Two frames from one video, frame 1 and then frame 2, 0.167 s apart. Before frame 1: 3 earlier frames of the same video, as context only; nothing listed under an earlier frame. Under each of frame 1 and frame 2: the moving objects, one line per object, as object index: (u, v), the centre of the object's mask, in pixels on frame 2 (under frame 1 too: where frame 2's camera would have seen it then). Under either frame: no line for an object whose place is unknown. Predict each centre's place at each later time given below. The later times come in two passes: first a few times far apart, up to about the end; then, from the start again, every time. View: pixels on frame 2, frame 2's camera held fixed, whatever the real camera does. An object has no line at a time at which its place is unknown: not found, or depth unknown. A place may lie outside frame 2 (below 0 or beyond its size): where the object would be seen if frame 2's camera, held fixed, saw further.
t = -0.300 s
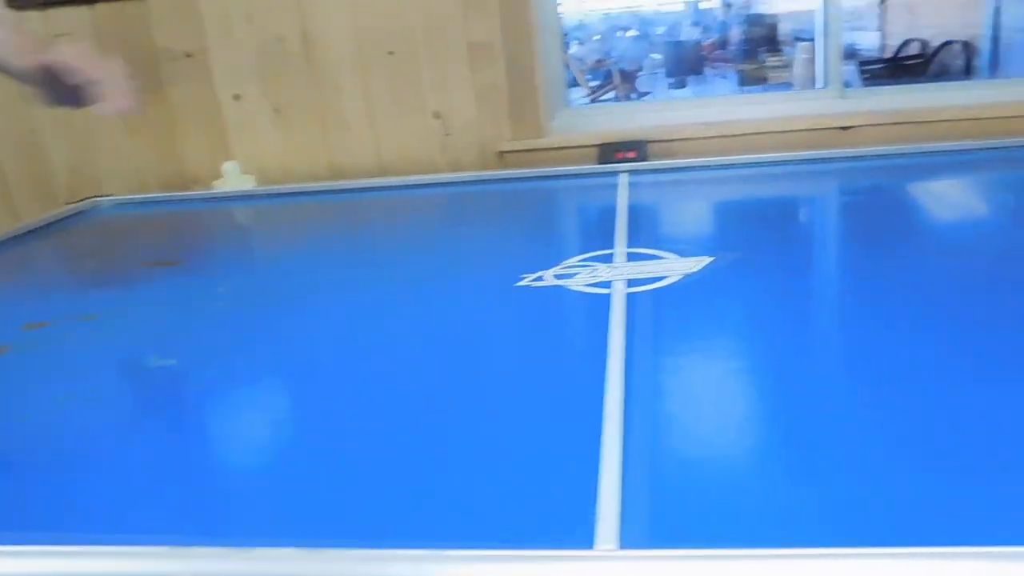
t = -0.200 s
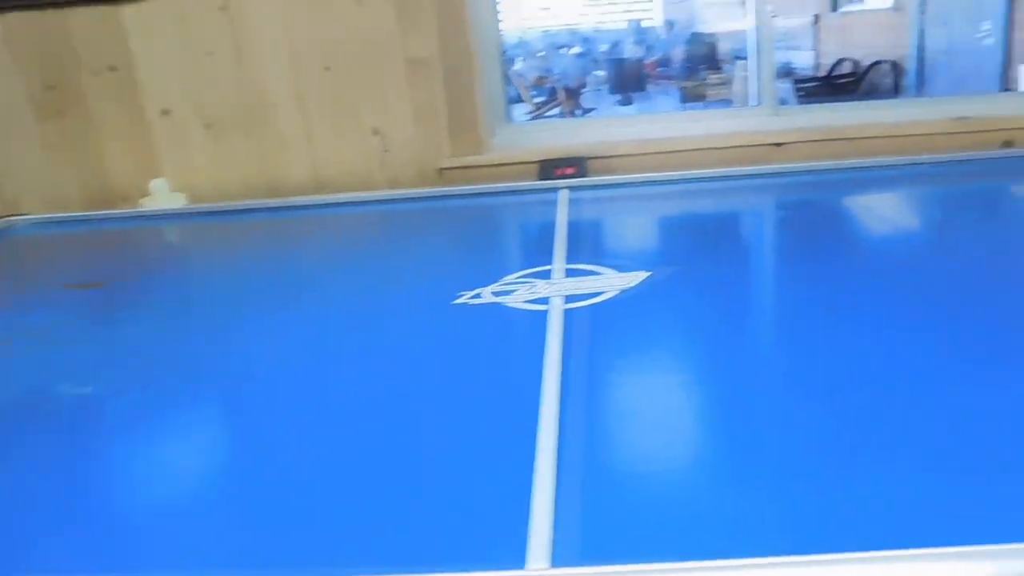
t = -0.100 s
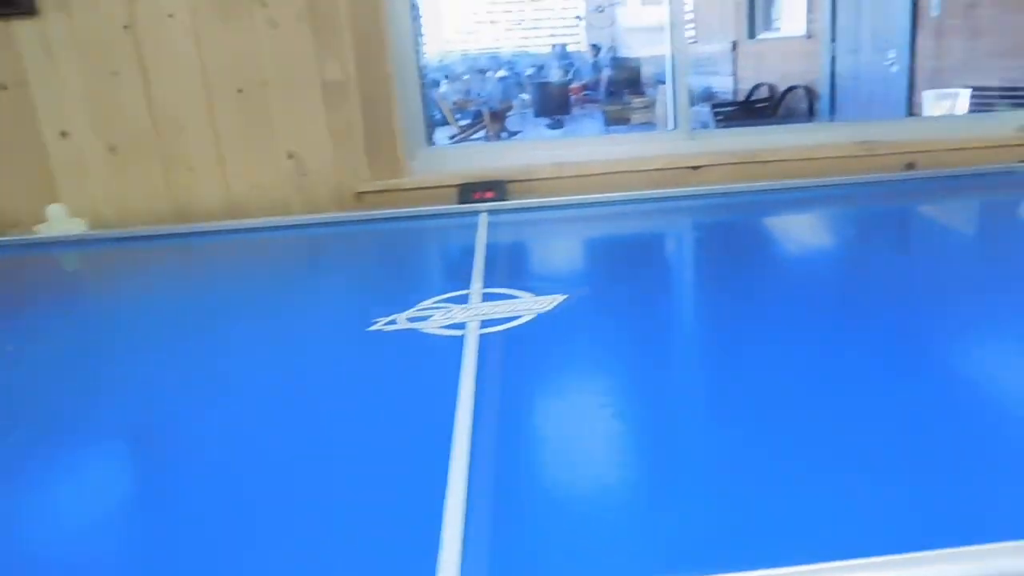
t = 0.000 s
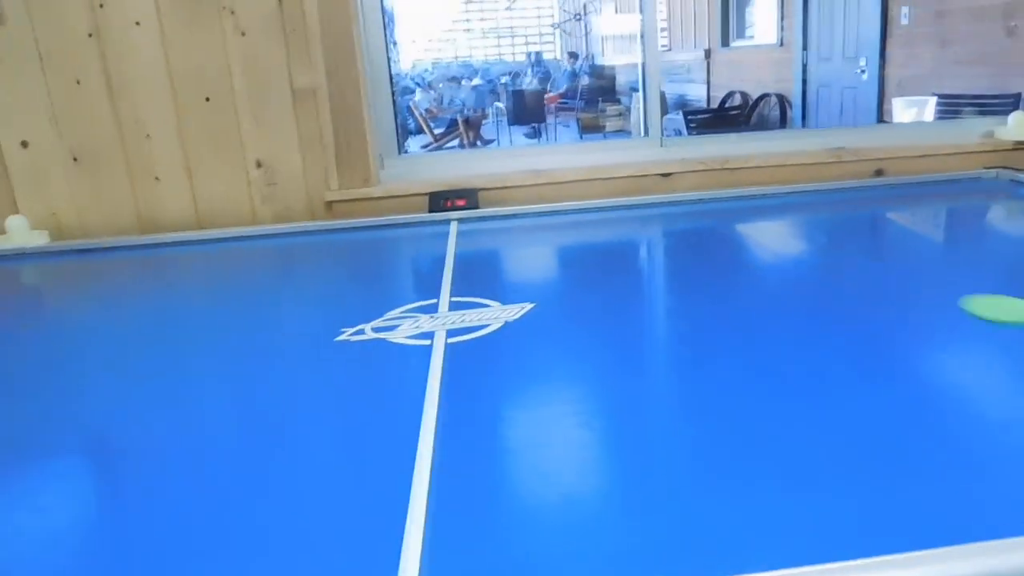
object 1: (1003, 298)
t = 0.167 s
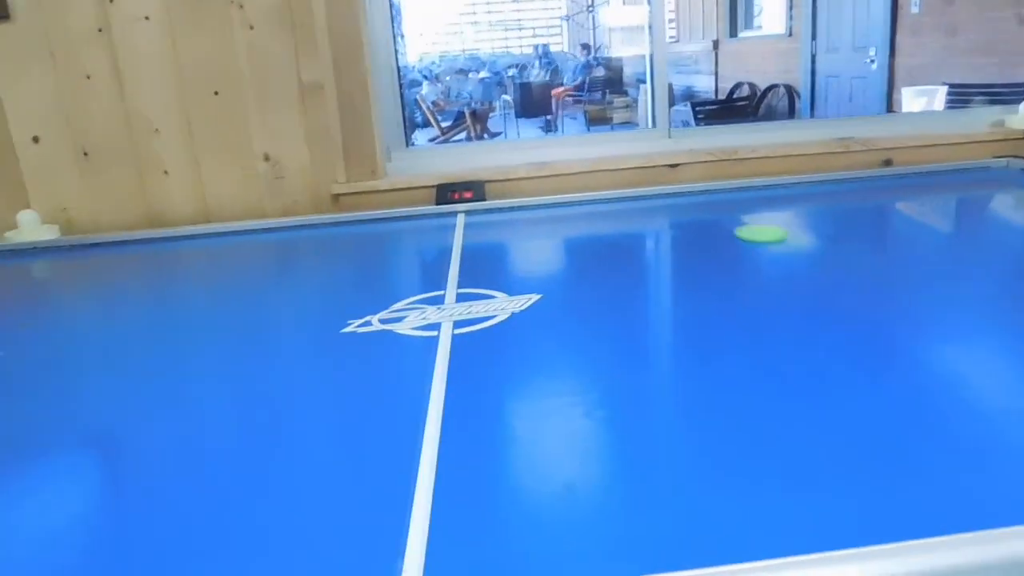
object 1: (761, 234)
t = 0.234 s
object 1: (697, 217)
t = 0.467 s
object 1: (621, 244)
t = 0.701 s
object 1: (572, 361)
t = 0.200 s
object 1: (728, 225)
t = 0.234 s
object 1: (697, 217)
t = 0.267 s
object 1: (670, 209)
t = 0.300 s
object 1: (644, 202)
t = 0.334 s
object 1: (637, 207)
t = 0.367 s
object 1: (633, 216)
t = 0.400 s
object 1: (630, 224)
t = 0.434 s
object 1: (626, 234)
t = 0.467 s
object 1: (621, 244)
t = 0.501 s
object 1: (616, 255)
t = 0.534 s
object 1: (611, 268)
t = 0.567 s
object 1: (605, 282)
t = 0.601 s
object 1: (599, 298)
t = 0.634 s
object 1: (591, 316)
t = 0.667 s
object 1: (582, 337)
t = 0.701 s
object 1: (572, 361)
